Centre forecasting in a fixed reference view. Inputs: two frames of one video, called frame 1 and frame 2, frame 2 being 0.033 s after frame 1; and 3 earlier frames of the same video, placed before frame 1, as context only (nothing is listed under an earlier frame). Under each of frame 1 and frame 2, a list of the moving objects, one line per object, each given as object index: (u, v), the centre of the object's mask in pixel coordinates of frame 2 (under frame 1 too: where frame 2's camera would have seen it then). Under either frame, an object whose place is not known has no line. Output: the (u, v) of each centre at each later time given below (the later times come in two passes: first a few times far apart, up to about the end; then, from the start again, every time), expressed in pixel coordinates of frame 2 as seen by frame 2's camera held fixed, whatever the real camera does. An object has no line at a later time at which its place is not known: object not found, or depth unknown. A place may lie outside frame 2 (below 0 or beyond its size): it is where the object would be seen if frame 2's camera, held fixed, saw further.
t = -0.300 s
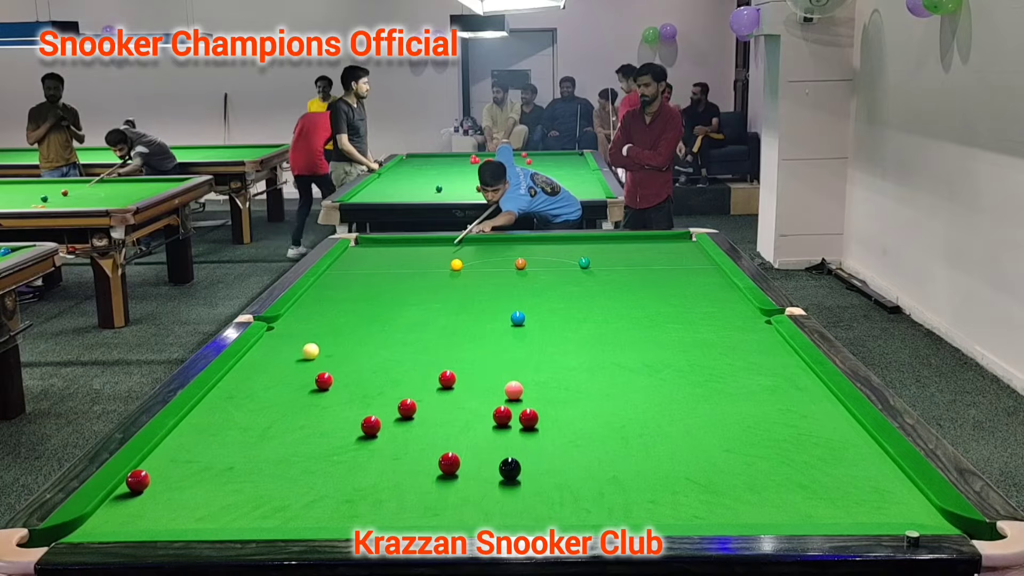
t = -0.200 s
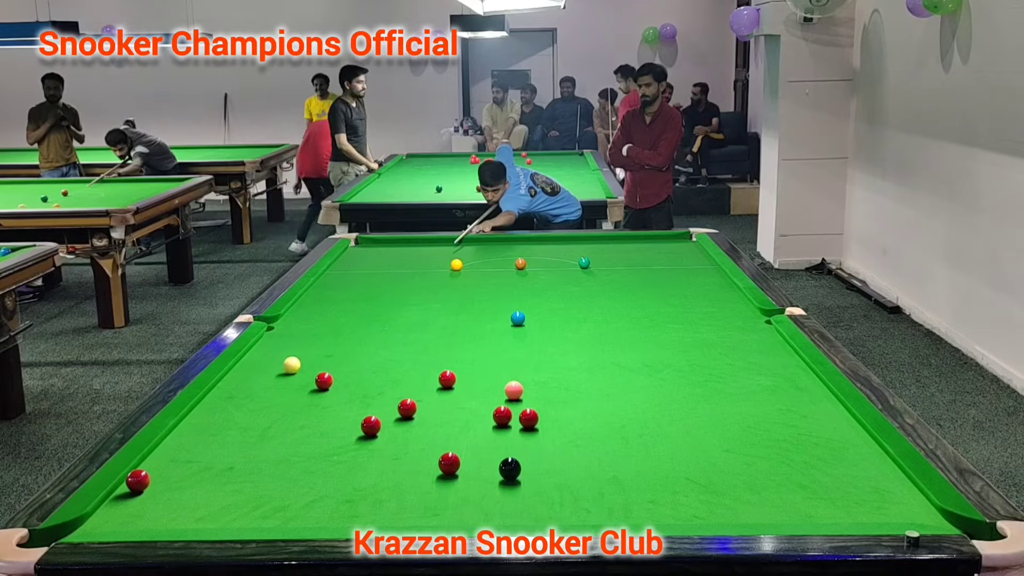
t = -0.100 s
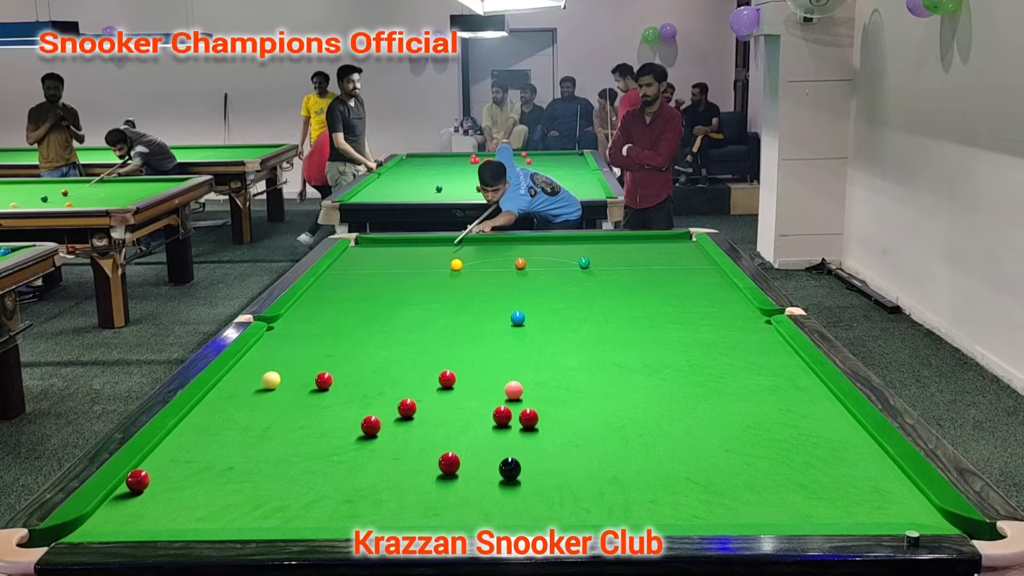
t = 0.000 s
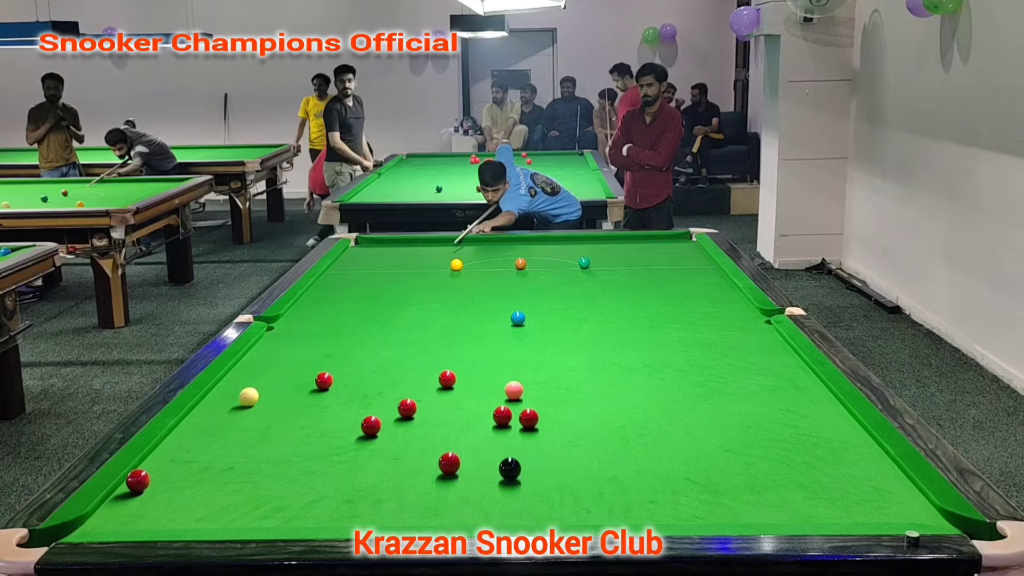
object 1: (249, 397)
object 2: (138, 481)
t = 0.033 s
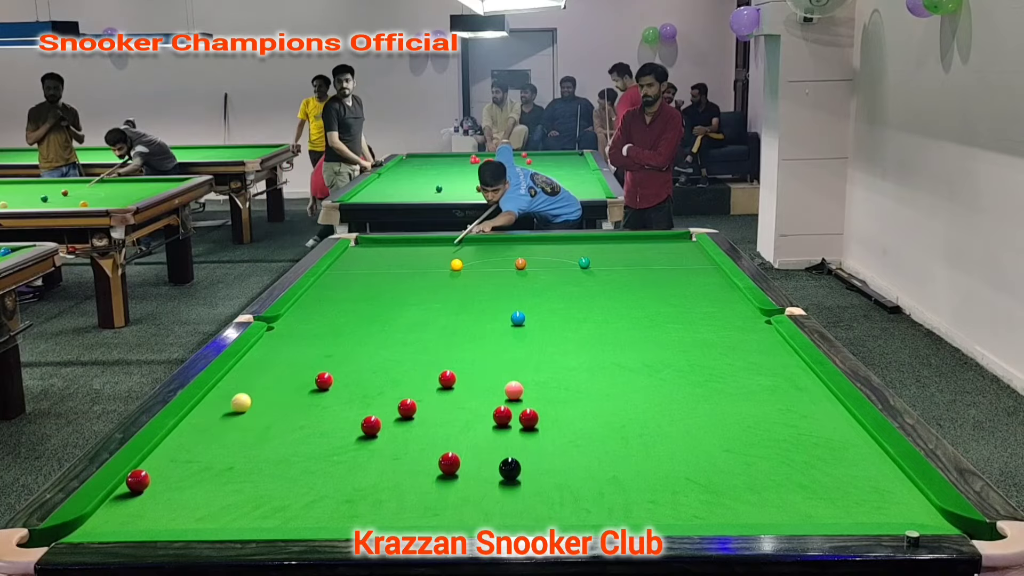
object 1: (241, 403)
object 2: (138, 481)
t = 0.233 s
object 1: (188, 442)
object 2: (138, 481)
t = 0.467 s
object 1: (139, 474)
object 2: (108, 507)
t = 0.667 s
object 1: (133, 485)
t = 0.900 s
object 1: (126, 498)
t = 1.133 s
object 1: (119, 512)
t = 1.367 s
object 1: (112, 522)
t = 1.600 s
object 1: (108, 523)
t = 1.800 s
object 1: (107, 521)
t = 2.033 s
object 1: (108, 517)
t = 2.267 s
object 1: (107, 514)
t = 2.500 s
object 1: (107, 511)
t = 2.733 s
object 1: (107, 509)
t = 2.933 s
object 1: (107, 508)
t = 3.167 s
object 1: (107, 508)
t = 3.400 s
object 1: (107, 508)
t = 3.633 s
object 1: (107, 508)
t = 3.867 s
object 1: (106, 508)
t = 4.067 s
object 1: (106, 508)
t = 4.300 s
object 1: (106, 508)
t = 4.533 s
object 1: (106, 508)
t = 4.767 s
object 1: (106, 508)
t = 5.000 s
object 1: (106, 508)
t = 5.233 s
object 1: (106, 508)
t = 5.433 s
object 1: (106, 508)
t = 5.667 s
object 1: (106, 508)
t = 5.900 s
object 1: (106, 508)
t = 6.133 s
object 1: (106, 508)
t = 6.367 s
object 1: (107, 508)
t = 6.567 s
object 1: (107, 508)
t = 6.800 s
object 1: (107, 508)
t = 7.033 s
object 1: (106, 508)
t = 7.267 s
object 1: (106, 508)
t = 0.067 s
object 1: (233, 409)
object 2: (138, 481)
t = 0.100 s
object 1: (224, 415)
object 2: (138, 481)
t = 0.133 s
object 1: (216, 422)
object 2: (138, 481)
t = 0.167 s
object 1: (207, 428)
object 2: (138, 481)
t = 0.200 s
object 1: (197, 435)
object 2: (138, 481)
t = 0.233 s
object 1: (188, 442)
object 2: (138, 481)
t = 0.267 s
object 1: (178, 450)
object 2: (138, 481)
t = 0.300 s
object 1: (167, 458)
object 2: (138, 481)
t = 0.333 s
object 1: (157, 465)
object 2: (138, 481)
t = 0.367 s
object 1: (149, 470)
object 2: (136, 482)
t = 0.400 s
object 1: (145, 472)
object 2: (127, 490)
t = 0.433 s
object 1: (142, 473)
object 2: (118, 499)
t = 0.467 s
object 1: (139, 474)
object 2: (108, 507)
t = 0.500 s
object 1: (137, 476)
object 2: (100, 515)
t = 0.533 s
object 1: (137, 477)
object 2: (91, 521)
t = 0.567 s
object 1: (136, 479)
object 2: (82, 526)
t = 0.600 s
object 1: (135, 481)
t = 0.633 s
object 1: (134, 483)
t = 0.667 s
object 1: (133, 485)
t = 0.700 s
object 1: (132, 487)
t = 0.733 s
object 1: (131, 488)
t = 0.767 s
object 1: (130, 490)
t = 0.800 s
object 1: (129, 492)
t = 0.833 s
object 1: (128, 494)
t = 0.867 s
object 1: (127, 496)
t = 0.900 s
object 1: (126, 498)
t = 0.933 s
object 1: (125, 500)
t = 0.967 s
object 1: (124, 502)
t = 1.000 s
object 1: (123, 504)
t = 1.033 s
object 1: (122, 506)
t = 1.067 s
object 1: (121, 508)
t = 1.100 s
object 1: (120, 510)
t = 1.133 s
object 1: (119, 512)
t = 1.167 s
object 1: (118, 513)
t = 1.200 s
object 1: (117, 515)
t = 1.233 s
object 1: (116, 517)
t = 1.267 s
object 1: (115, 518)
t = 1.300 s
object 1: (113, 519)
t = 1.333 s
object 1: (113, 521)
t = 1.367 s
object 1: (112, 522)
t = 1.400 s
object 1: (110, 523)
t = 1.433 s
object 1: (110, 524)
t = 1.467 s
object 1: (109, 525)
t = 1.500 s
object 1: (108, 524)
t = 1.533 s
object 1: (108, 524)
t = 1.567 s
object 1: (108, 524)
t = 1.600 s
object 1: (108, 523)
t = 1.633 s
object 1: (108, 523)
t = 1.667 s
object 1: (108, 522)
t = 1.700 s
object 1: (108, 522)
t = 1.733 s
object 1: (108, 522)
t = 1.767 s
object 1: (108, 521)
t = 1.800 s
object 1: (107, 521)
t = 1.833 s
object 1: (107, 520)
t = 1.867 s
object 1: (107, 520)
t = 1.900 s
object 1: (108, 519)
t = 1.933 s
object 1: (108, 519)
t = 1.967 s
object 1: (107, 518)
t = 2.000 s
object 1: (107, 518)
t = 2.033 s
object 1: (108, 517)
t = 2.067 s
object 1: (108, 517)
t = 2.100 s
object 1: (107, 517)
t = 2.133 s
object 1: (107, 516)
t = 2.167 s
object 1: (108, 515)
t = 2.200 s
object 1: (108, 515)
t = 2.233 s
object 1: (107, 514)
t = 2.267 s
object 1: (107, 514)
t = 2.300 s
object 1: (107, 513)
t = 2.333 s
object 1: (107, 513)
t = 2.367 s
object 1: (107, 512)
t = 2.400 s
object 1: (107, 512)
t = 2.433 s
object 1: (107, 512)
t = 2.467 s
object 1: (107, 511)
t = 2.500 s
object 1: (107, 511)
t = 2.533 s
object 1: (107, 511)
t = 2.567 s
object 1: (107, 511)
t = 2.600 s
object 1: (107, 510)
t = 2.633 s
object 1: (107, 510)
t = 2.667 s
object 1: (107, 510)
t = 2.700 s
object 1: (107, 510)
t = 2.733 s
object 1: (107, 509)
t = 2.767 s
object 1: (107, 509)
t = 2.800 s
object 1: (107, 509)
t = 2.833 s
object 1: (107, 509)
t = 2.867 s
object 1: (107, 509)
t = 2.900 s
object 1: (107, 508)
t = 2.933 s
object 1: (107, 508)
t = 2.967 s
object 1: (107, 508)
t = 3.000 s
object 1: (107, 508)
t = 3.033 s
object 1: (107, 508)
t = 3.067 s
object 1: (107, 508)
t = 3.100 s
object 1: (107, 508)
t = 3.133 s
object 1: (107, 508)
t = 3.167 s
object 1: (107, 508)
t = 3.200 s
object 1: (107, 508)
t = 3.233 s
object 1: (107, 508)
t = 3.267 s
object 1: (107, 508)
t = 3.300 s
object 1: (107, 508)
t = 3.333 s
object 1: (107, 508)
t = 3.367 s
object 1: (107, 508)
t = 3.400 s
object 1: (107, 508)
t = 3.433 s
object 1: (107, 508)
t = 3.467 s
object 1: (107, 508)
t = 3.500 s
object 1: (107, 508)
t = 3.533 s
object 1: (107, 508)
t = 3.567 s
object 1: (107, 508)
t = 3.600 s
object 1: (107, 508)
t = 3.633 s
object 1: (107, 508)
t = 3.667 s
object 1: (107, 508)
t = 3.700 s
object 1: (107, 508)
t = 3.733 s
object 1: (107, 508)
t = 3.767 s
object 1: (107, 508)
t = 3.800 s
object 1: (107, 508)
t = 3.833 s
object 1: (107, 508)
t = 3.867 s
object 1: (106, 508)
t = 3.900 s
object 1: (106, 508)
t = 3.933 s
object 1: (106, 508)
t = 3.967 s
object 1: (106, 508)
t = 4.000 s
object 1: (106, 508)
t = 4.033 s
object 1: (106, 508)
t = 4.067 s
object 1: (106, 508)
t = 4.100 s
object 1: (106, 508)
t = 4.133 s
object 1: (106, 508)
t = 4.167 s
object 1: (106, 508)
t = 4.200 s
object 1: (107, 508)
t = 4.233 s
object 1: (106, 508)
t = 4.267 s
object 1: (106, 508)
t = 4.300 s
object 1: (106, 508)
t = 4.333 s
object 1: (106, 508)
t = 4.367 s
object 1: (106, 508)
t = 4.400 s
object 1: (107, 508)
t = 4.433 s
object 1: (107, 508)
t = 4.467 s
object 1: (106, 508)
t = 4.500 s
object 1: (106, 508)
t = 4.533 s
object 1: (106, 508)
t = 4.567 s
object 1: (107, 508)
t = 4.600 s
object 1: (107, 508)
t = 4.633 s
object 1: (107, 508)
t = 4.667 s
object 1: (107, 508)
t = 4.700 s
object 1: (107, 508)
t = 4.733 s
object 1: (106, 508)
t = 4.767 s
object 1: (106, 508)
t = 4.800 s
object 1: (106, 508)
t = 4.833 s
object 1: (106, 508)
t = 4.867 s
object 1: (106, 508)
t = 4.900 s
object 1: (107, 508)
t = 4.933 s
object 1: (106, 508)
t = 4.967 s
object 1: (107, 508)
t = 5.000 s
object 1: (106, 508)
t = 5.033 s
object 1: (106, 508)
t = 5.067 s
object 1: (106, 508)
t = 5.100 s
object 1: (106, 508)
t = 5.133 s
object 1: (106, 508)
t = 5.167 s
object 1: (106, 508)
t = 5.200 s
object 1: (106, 508)
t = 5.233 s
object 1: (106, 508)
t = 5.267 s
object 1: (106, 508)
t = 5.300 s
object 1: (106, 508)
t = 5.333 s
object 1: (106, 508)
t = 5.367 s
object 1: (106, 508)
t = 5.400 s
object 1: (106, 508)
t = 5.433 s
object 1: (106, 508)
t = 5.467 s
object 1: (106, 508)
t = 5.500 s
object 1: (106, 508)
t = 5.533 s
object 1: (106, 508)
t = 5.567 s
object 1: (106, 508)
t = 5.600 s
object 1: (107, 508)
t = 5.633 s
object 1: (106, 508)
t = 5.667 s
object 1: (106, 508)
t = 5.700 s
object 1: (107, 508)
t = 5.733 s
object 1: (107, 508)
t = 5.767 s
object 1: (107, 508)
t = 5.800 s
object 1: (107, 508)
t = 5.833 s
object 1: (107, 508)
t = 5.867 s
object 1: (106, 508)
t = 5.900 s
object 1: (106, 508)
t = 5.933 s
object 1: (106, 508)
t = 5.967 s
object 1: (106, 508)
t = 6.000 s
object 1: (106, 508)
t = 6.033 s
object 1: (106, 508)
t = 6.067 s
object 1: (106, 508)
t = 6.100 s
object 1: (106, 508)
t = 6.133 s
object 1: (106, 508)
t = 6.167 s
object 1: (106, 508)
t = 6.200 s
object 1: (106, 508)
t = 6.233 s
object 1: (106, 508)
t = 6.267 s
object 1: (106, 508)
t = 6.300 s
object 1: (106, 508)
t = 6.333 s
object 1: (106, 508)
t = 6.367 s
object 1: (107, 508)
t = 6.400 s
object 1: (106, 508)
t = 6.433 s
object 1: (107, 508)
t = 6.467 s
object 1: (107, 508)
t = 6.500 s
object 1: (107, 509)
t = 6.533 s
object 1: (106, 509)
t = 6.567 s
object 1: (107, 508)
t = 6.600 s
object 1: (107, 508)
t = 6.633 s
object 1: (107, 509)
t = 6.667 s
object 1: (106, 508)
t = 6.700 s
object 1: (107, 508)
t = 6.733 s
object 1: (107, 508)
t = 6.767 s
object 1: (107, 508)
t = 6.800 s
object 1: (107, 508)
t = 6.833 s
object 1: (107, 508)
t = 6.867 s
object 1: (106, 508)
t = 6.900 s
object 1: (106, 508)
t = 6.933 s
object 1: (107, 508)
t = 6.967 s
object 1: (106, 508)
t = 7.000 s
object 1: (106, 508)
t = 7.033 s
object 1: (106, 508)
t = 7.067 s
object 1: (106, 508)
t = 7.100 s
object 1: (106, 508)
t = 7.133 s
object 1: (106, 508)
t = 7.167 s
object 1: (106, 508)
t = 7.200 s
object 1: (106, 508)
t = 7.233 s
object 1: (106, 508)
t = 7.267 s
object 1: (106, 508)
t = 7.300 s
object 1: (106, 508)
